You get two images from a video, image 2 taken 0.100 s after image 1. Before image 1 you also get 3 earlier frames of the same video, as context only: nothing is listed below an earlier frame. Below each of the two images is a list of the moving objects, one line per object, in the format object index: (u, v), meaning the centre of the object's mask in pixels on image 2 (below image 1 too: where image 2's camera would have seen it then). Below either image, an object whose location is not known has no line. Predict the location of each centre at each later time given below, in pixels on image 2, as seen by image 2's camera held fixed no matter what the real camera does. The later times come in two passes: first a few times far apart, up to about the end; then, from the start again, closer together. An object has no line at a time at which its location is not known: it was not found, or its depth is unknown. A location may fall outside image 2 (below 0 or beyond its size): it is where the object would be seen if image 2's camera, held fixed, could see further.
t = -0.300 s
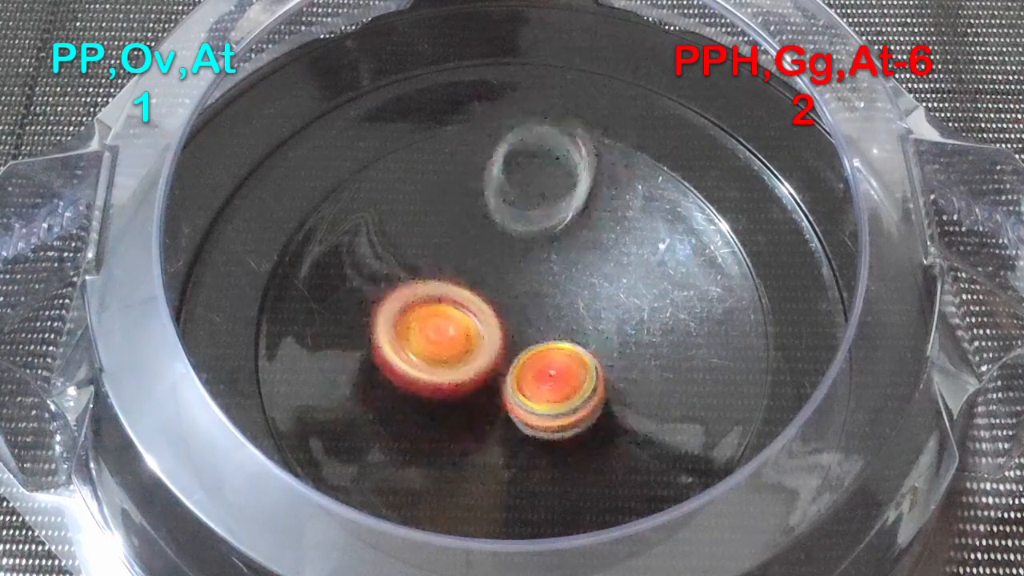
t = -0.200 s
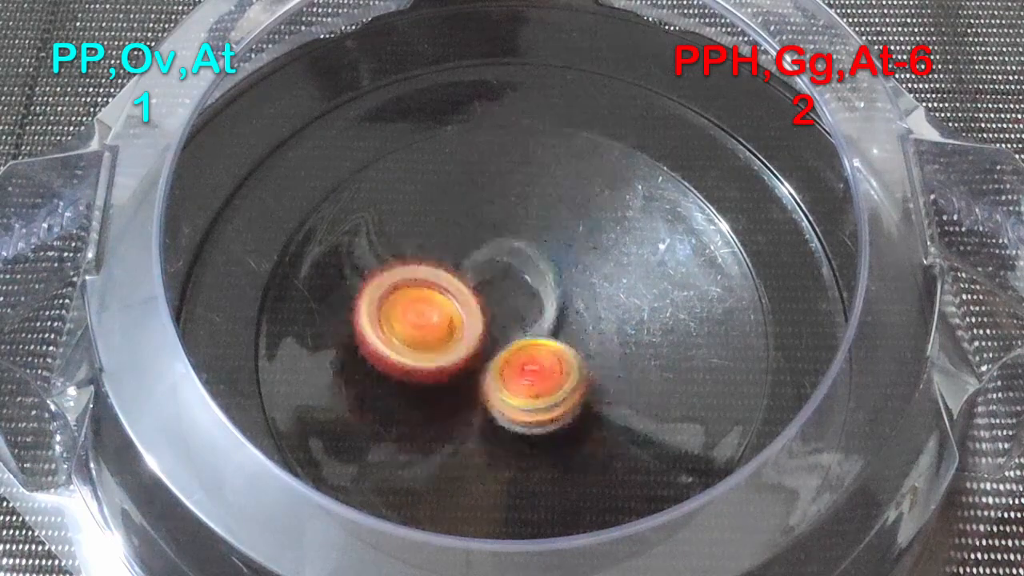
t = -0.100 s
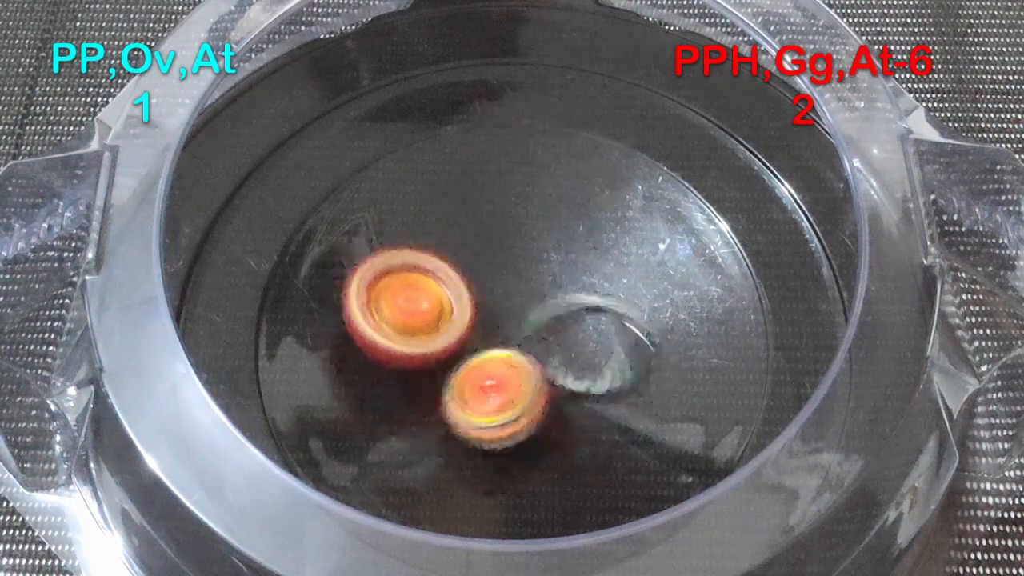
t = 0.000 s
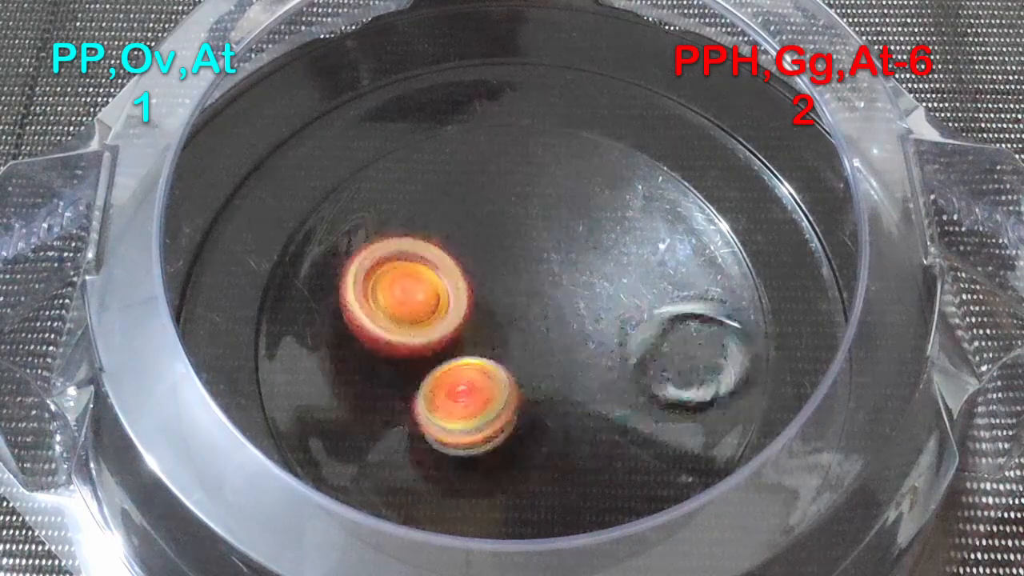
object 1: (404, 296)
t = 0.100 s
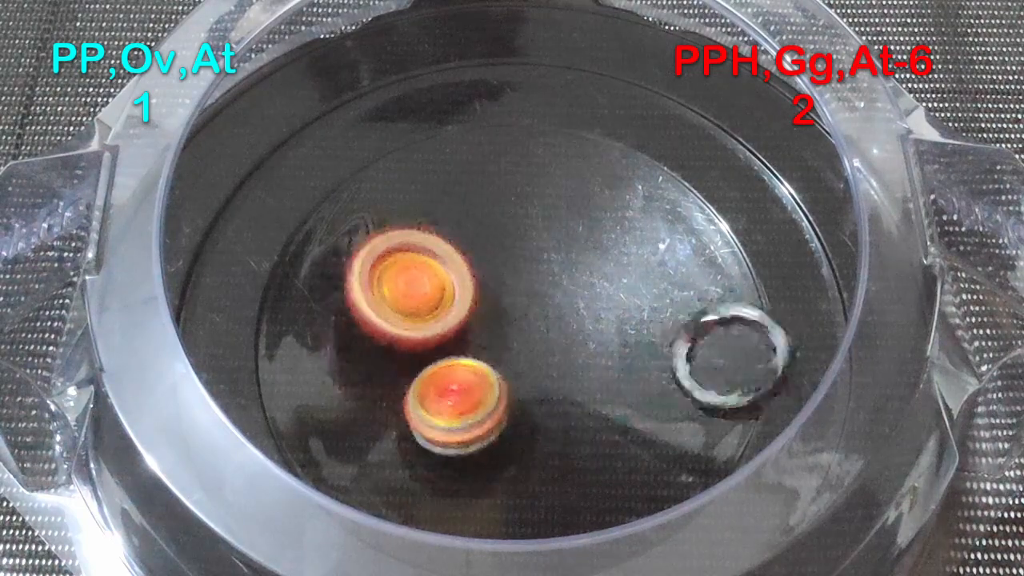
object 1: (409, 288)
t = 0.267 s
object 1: (439, 279)
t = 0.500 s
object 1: (491, 228)
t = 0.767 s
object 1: (541, 219)
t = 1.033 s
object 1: (583, 250)
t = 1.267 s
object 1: (609, 286)
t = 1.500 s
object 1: (599, 299)
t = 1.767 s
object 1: (587, 317)
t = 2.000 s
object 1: (583, 311)
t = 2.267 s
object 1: (569, 293)
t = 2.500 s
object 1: (558, 285)
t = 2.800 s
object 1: (549, 275)
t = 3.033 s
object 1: (550, 278)
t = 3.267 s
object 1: (572, 284)
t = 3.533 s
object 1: (600, 298)
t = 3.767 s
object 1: (625, 332)
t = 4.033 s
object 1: (612, 361)
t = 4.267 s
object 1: (580, 383)
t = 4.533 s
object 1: (545, 402)
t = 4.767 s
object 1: (509, 410)
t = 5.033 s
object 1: (481, 392)
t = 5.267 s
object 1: (455, 383)
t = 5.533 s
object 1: (410, 354)
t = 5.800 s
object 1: (420, 343)
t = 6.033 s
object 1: (426, 318)
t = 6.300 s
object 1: (445, 295)
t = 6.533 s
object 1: (443, 277)
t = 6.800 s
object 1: (457, 256)
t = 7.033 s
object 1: (470, 259)
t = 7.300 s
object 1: (470, 262)
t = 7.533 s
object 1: (470, 262)
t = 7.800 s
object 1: (470, 262)
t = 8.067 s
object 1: (470, 262)
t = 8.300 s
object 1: (470, 262)
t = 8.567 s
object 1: (470, 262)
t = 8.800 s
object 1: (470, 262)
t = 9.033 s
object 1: (470, 262)
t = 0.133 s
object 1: (413, 286)
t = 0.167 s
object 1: (418, 284)
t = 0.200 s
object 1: (424, 284)
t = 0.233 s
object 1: (430, 283)
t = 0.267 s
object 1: (439, 279)
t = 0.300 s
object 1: (450, 267)
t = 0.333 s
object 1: (459, 257)
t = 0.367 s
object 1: (467, 250)
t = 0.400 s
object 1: (474, 244)
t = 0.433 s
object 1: (479, 237)
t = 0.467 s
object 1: (486, 233)
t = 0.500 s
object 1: (491, 228)
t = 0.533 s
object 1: (497, 225)
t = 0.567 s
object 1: (504, 222)
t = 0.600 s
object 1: (510, 220)
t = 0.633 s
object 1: (517, 218)
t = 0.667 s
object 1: (523, 218)
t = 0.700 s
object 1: (529, 218)
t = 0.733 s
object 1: (536, 218)
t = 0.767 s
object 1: (541, 219)
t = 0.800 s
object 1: (547, 221)
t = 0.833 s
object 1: (552, 225)
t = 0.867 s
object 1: (558, 228)
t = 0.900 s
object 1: (565, 231)
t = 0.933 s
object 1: (571, 234)
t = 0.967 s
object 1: (576, 238)
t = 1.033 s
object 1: (583, 250)
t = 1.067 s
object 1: (587, 258)
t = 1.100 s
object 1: (595, 264)
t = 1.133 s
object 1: (601, 269)
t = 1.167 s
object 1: (605, 275)
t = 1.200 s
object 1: (609, 279)
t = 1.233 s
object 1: (610, 283)
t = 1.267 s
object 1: (609, 286)
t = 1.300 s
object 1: (607, 289)
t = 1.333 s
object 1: (605, 293)
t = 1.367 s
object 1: (606, 297)
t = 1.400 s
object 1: (605, 299)
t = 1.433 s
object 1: (604, 300)
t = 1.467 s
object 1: (601, 299)
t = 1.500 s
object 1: (599, 299)
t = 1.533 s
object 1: (596, 299)
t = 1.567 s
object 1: (595, 301)
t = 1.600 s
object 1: (593, 303)
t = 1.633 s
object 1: (590, 305)
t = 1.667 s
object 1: (589, 308)
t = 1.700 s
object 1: (590, 312)
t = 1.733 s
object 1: (589, 314)
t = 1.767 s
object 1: (587, 317)
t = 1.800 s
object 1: (585, 318)
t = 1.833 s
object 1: (590, 319)
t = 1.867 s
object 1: (595, 317)
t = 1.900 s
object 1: (595, 314)
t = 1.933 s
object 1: (593, 312)
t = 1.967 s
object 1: (589, 311)
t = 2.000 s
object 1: (583, 311)
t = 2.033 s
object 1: (580, 310)
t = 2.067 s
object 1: (585, 308)
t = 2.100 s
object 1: (590, 304)
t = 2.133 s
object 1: (588, 300)
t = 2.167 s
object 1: (585, 296)
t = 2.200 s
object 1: (580, 294)
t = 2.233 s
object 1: (574, 294)
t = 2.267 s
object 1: (569, 293)
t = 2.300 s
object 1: (568, 291)
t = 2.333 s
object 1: (566, 291)
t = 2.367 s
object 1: (563, 290)
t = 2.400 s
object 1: (563, 288)
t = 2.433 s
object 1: (562, 287)
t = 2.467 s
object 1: (561, 285)
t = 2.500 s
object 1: (558, 285)
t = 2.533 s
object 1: (560, 282)
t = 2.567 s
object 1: (562, 278)
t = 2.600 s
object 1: (561, 275)
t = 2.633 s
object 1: (558, 274)
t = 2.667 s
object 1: (556, 274)
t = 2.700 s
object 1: (553, 275)
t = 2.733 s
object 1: (550, 277)
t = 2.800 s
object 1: (549, 275)
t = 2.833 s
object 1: (545, 276)
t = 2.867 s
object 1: (546, 276)
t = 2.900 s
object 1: (547, 275)
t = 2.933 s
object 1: (546, 275)
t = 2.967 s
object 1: (546, 277)
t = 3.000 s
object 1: (548, 277)
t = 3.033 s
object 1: (550, 278)
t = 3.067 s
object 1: (551, 278)
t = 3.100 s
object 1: (554, 279)
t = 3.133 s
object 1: (557, 280)
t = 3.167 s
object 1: (558, 282)
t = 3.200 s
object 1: (562, 283)
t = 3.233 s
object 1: (568, 283)
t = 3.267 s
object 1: (572, 284)
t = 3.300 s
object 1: (573, 285)
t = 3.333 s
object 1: (580, 286)
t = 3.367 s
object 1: (583, 287)
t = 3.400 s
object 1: (586, 287)
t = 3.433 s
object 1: (588, 290)
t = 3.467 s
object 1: (593, 293)
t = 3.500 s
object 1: (597, 295)
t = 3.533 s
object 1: (600, 298)
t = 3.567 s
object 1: (605, 303)
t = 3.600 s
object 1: (607, 307)
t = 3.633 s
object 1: (609, 310)
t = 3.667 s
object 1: (610, 316)
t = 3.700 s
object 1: (614, 321)
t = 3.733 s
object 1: (620, 328)
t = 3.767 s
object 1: (625, 332)
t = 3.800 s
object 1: (626, 336)
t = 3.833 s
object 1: (627, 339)
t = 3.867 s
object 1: (626, 342)
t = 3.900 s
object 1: (624, 346)
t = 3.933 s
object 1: (620, 350)
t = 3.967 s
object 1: (617, 354)
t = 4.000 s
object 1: (615, 359)
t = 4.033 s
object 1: (612, 361)
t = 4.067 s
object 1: (607, 363)
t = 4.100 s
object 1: (603, 366)
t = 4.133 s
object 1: (597, 370)
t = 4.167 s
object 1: (593, 372)
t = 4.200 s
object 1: (588, 377)
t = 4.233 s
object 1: (585, 380)
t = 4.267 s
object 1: (580, 383)
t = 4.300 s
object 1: (578, 388)
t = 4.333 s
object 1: (575, 391)
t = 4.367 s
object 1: (571, 391)
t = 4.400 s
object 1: (566, 395)
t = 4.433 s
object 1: (562, 399)
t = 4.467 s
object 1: (556, 402)
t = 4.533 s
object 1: (545, 402)
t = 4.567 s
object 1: (541, 403)
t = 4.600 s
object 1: (535, 402)
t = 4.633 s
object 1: (530, 408)
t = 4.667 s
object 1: (524, 410)
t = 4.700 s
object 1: (518, 412)
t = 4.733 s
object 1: (514, 410)
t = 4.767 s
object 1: (509, 410)
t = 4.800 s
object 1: (504, 409)
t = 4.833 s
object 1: (499, 408)
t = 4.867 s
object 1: (494, 406)
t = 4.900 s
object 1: (490, 404)
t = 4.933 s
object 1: (489, 402)
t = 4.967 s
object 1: (486, 399)
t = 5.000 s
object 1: (485, 396)
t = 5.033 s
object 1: (481, 392)
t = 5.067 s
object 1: (476, 389)
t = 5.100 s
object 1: (468, 387)
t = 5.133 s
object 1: (462, 385)
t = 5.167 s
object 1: (457, 385)
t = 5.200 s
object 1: (456, 384)
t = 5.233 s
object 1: (456, 384)
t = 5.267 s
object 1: (455, 383)
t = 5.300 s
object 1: (450, 378)
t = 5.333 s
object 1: (446, 374)
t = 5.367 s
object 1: (445, 371)
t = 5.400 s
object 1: (443, 369)
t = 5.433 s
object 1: (439, 364)
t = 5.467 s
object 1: (430, 359)
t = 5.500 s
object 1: (419, 356)
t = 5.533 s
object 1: (410, 354)
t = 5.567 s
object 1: (406, 351)
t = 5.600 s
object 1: (408, 350)
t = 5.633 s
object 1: (410, 350)
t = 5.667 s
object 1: (412, 350)
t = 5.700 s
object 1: (414, 350)
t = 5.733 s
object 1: (416, 349)
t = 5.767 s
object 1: (417, 346)
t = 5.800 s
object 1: (420, 343)
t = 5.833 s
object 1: (418, 336)
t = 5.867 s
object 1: (418, 330)
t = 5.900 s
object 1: (418, 326)
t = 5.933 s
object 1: (419, 322)
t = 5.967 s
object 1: (423, 321)
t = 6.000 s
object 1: (425, 321)
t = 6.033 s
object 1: (426, 318)
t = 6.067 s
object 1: (428, 312)
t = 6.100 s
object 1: (432, 308)
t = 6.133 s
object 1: (435, 305)
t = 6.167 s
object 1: (438, 302)
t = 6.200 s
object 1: (439, 300)
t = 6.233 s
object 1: (443, 300)
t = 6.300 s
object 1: (445, 295)
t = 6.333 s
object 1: (445, 294)
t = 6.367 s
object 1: (447, 294)
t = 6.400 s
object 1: (449, 290)
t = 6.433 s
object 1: (448, 284)
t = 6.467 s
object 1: (448, 280)
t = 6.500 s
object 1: (445, 278)
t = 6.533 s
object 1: (443, 277)
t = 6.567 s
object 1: (440, 276)
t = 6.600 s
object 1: (437, 274)
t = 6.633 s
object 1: (438, 268)
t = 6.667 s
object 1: (441, 265)
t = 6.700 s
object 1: (443, 263)
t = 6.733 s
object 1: (449, 259)
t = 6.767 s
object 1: (453, 257)
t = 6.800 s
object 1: (457, 256)
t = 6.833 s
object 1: (455, 250)
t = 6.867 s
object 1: (460, 252)
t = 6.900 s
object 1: (465, 258)
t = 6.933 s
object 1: (467, 258)
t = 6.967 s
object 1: (470, 258)
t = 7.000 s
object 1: (470, 258)
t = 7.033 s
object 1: (470, 259)
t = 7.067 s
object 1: (470, 260)
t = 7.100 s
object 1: (470, 261)
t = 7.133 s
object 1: (469, 262)
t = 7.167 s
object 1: (469, 262)
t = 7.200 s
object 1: (470, 262)
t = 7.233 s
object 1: (470, 262)
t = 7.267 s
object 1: (470, 262)
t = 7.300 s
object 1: (470, 262)
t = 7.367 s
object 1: (470, 262)
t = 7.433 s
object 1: (470, 262)
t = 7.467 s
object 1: (470, 262)
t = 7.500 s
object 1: (470, 262)
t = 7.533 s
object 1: (470, 262)
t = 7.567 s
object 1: (470, 262)
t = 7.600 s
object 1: (470, 262)
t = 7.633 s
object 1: (470, 262)
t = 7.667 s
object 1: (470, 262)
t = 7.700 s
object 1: (470, 262)
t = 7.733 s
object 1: (470, 262)
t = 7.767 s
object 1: (470, 262)
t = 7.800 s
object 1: (470, 262)
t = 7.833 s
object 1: (470, 262)
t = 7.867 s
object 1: (470, 262)
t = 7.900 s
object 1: (470, 262)
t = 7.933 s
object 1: (470, 262)
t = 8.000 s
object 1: (470, 262)
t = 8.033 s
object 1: (470, 262)
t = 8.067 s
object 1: (470, 262)
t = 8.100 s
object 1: (470, 262)
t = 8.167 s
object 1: (470, 262)
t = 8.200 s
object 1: (470, 262)
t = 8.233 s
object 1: (470, 262)
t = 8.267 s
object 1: (470, 262)
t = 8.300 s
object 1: (470, 262)
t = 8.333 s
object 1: (470, 262)
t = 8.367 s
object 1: (470, 262)
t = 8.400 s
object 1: (470, 262)
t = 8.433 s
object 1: (470, 262)
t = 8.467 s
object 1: (470, 262)
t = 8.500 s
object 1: (470, 262)
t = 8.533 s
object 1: (470, 262)
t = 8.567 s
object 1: (470, 262)
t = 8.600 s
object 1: (470, 262)
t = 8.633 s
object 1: (470, 262)
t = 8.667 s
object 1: (470, 262)
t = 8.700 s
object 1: (470, 262)
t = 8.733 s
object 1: (470, 262)
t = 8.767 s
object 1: (470, 262)
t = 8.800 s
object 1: (470, 262)
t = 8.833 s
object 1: (470, 262)
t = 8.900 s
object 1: (470, 262)
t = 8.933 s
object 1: (470, 262)
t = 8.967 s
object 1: (470, 262)
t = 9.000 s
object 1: (470, 262)
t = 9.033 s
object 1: (470, 262)
